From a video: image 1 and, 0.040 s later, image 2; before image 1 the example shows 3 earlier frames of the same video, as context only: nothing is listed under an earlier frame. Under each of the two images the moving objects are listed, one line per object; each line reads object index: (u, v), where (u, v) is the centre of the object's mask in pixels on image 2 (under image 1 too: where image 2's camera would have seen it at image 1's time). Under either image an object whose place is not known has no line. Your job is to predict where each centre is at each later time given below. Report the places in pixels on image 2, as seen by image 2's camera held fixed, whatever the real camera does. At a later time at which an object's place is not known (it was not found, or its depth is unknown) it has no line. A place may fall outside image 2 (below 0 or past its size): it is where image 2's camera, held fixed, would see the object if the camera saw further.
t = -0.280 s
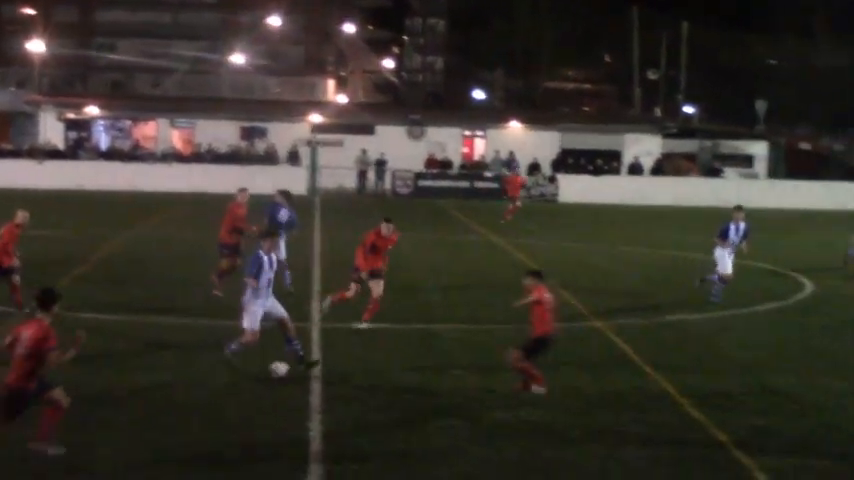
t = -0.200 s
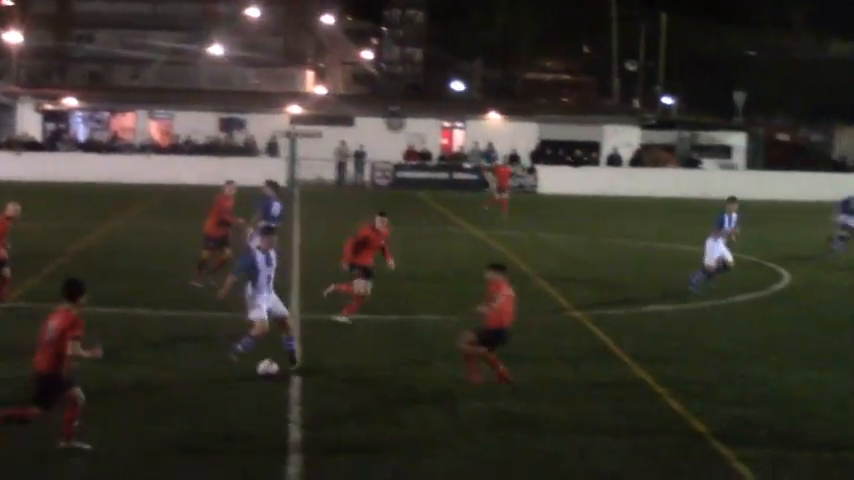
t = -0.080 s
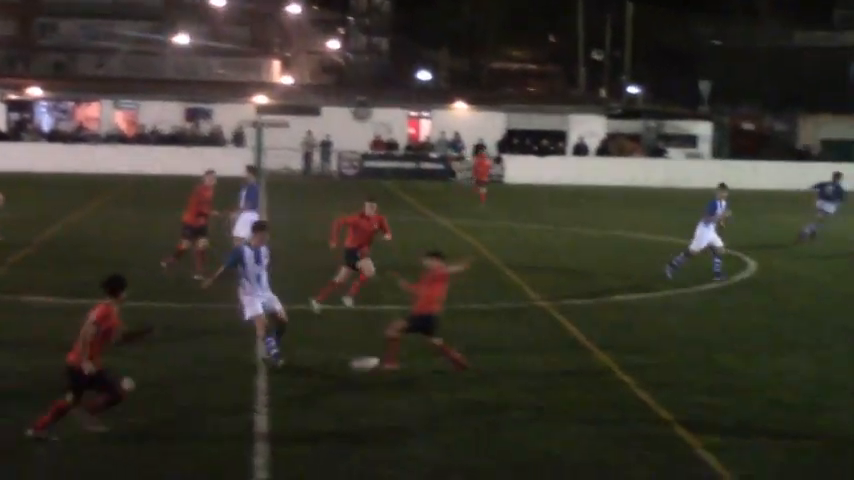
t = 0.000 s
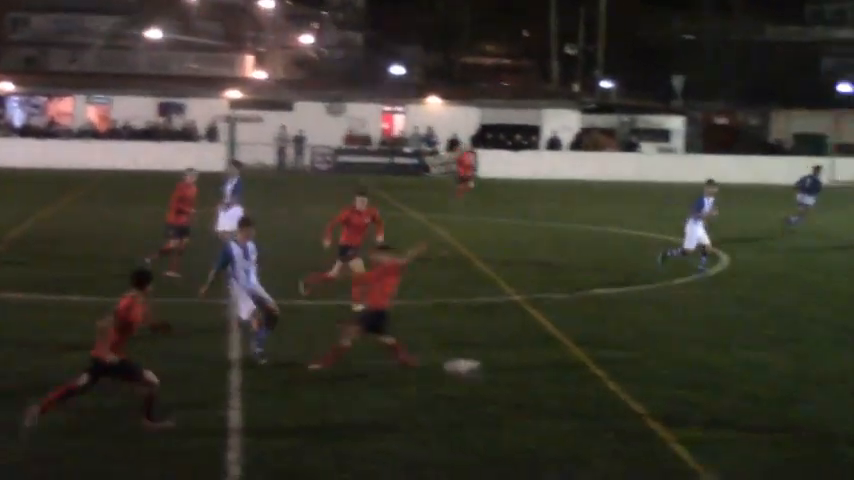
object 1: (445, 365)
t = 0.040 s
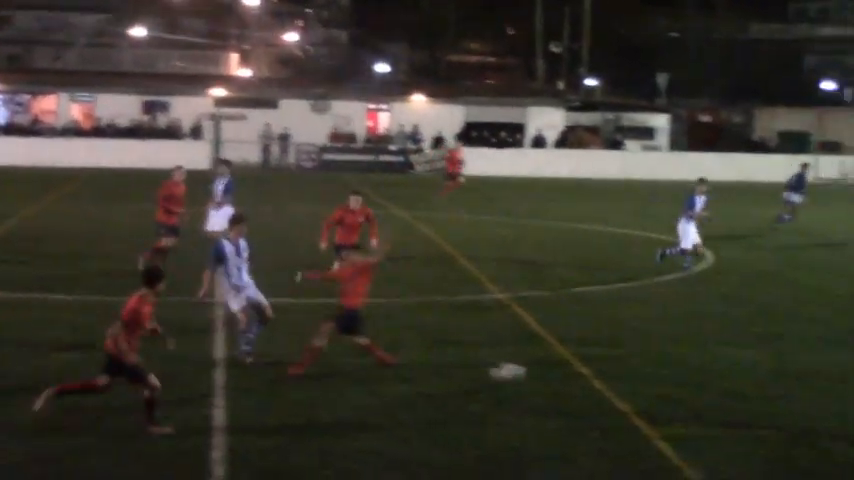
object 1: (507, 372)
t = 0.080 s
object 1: (565, 378)
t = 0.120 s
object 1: (628, 379)
